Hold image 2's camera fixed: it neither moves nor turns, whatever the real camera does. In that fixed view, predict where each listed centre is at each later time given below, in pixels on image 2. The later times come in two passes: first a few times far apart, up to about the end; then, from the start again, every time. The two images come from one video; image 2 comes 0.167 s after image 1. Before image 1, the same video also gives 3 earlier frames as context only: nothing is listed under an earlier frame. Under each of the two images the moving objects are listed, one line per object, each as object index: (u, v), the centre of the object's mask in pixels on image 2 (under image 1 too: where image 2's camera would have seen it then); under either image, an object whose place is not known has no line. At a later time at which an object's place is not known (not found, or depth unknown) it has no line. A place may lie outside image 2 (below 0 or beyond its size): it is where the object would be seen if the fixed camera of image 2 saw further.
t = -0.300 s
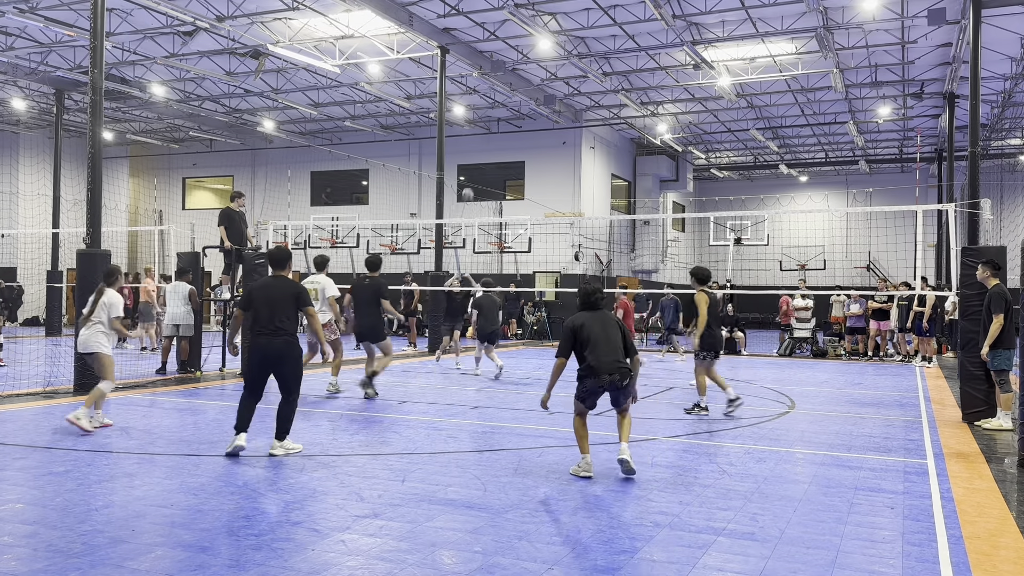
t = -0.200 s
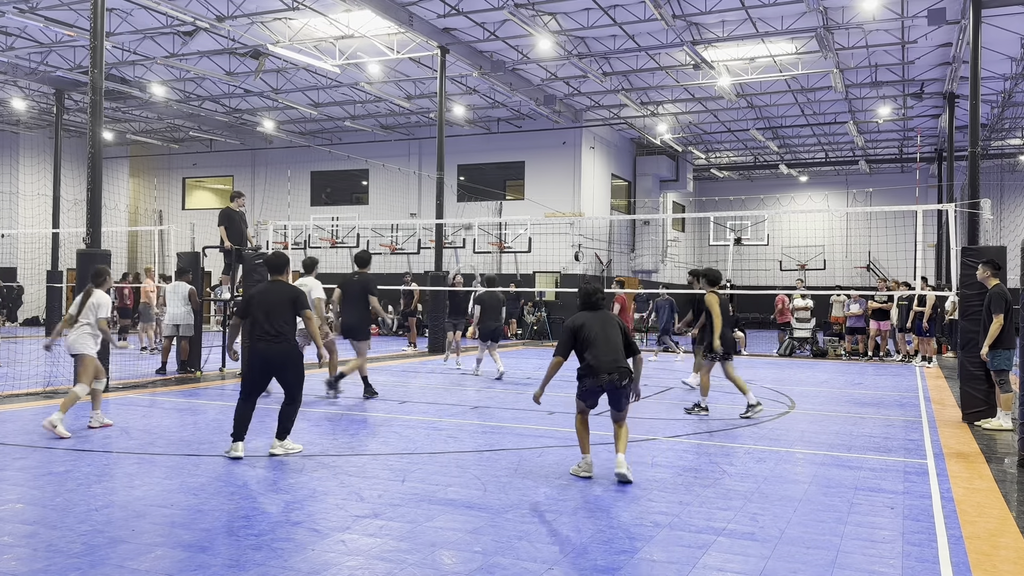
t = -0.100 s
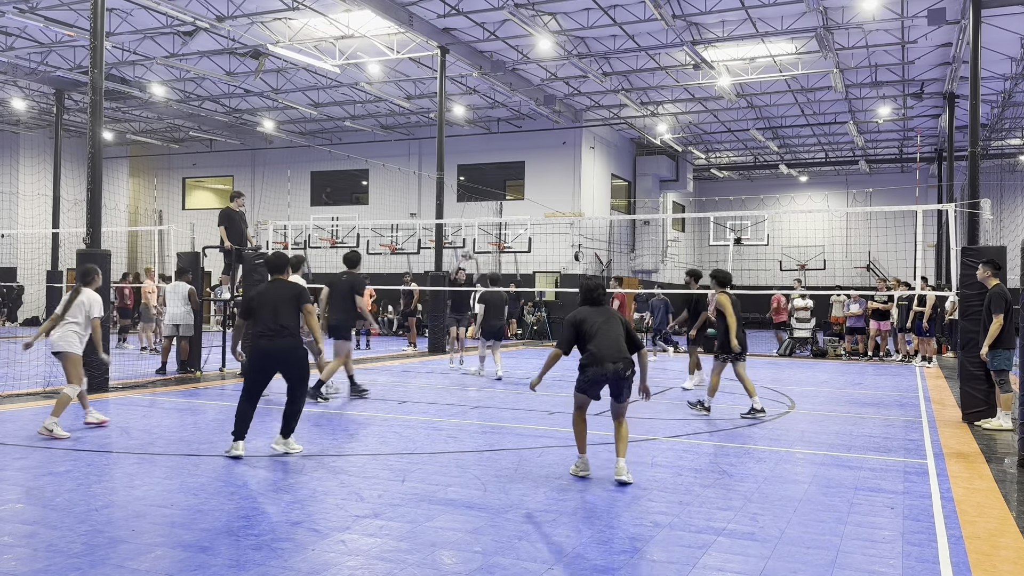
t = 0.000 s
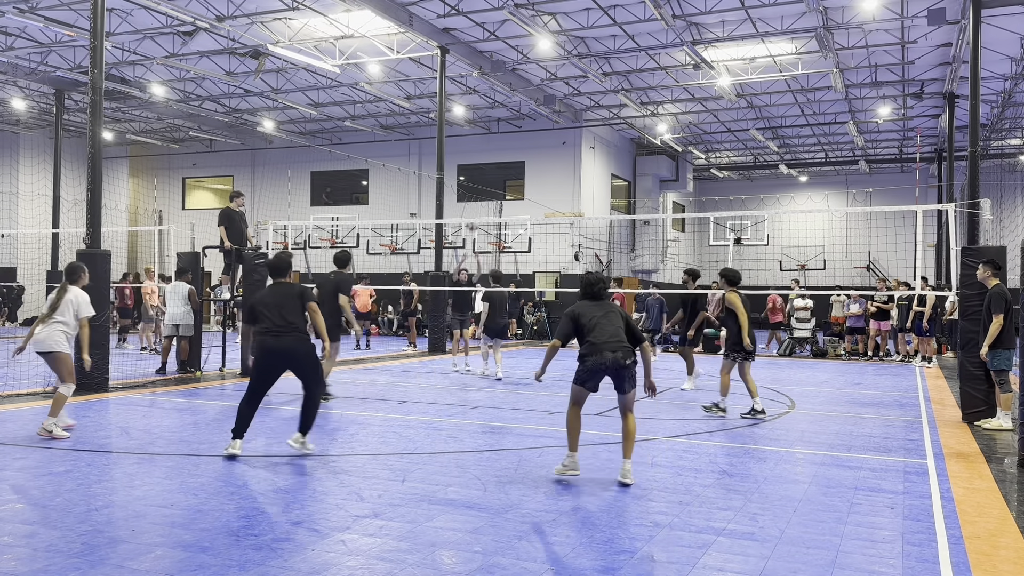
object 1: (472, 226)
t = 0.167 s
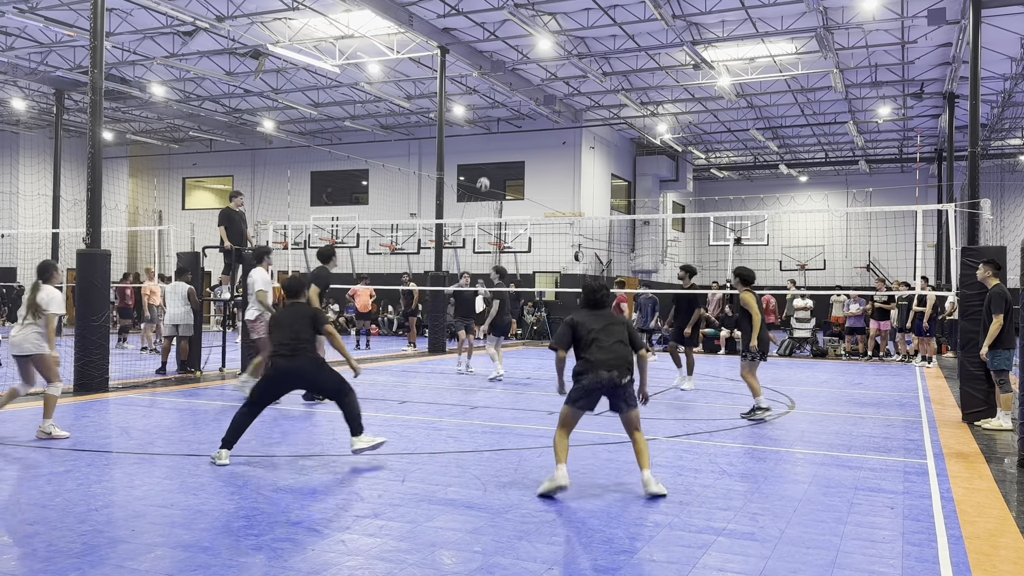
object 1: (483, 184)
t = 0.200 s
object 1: (486, 178)
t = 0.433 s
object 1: (504, 148)
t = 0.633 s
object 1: (523, 150)
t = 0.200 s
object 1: (486, 178)
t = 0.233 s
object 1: (488, 172)
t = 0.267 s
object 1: (491, 167)
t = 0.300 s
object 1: (493, 162)
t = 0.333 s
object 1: (496, 157)
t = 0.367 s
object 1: (499, 153)
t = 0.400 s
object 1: (502, 151)
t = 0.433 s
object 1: (504, 148)
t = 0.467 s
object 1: (507, 147)
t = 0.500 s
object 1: (510, 146)
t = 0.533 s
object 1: (513, 146)
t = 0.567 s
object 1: (516, 147)
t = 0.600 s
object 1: (519, 149)
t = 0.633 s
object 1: (523, 150)
